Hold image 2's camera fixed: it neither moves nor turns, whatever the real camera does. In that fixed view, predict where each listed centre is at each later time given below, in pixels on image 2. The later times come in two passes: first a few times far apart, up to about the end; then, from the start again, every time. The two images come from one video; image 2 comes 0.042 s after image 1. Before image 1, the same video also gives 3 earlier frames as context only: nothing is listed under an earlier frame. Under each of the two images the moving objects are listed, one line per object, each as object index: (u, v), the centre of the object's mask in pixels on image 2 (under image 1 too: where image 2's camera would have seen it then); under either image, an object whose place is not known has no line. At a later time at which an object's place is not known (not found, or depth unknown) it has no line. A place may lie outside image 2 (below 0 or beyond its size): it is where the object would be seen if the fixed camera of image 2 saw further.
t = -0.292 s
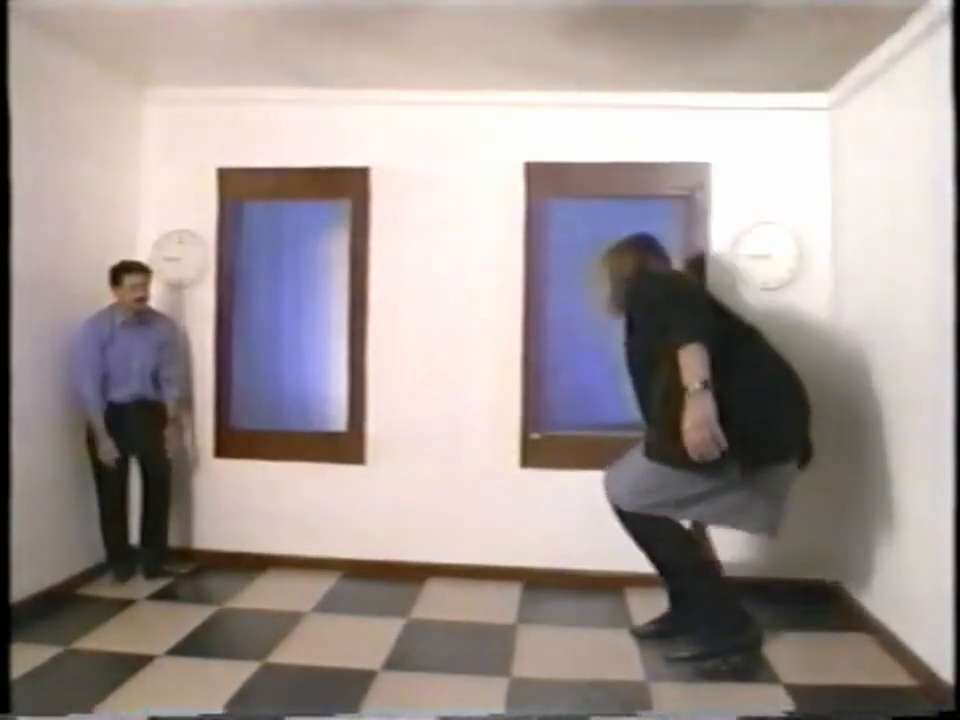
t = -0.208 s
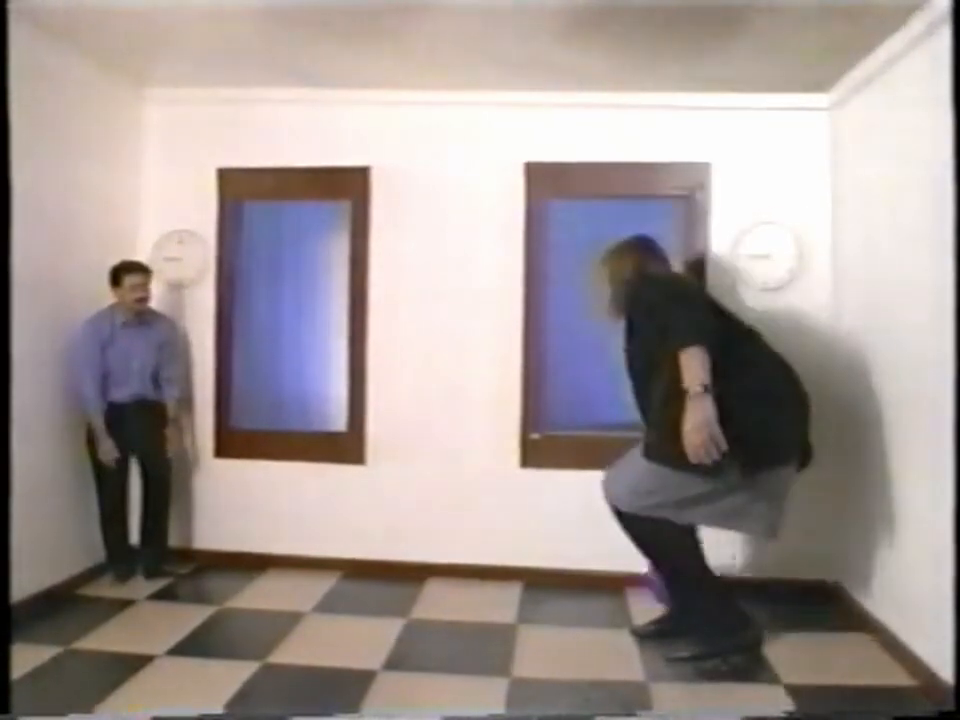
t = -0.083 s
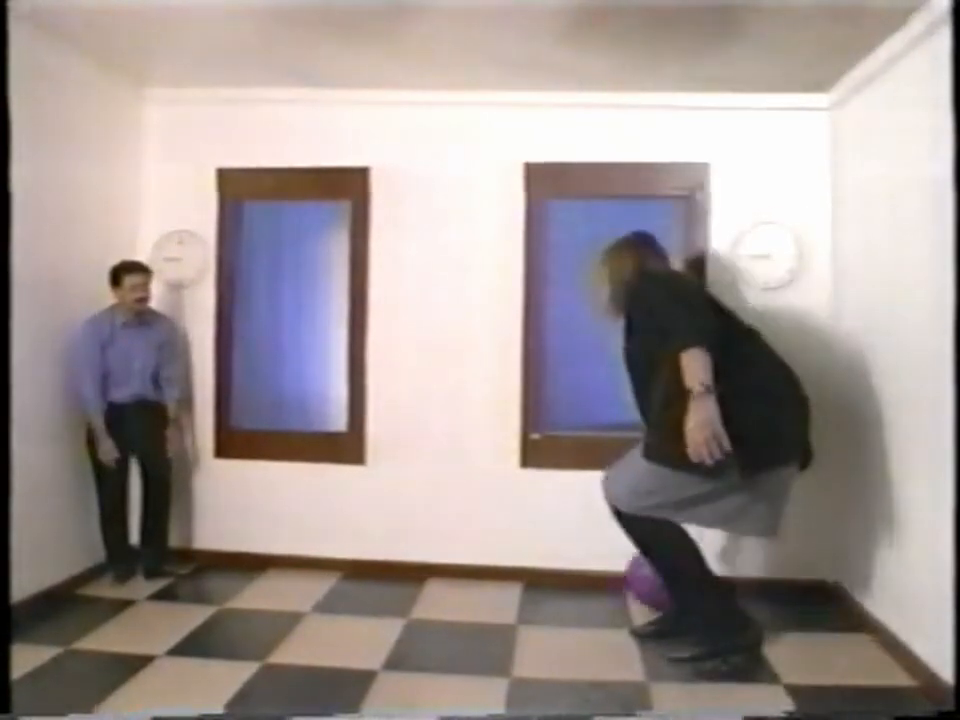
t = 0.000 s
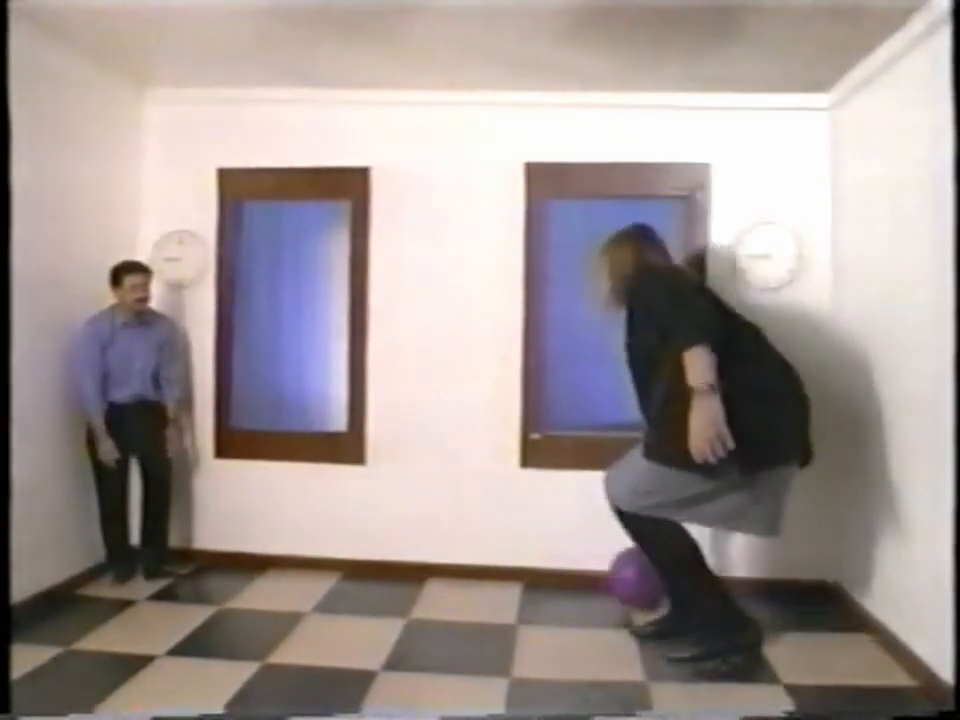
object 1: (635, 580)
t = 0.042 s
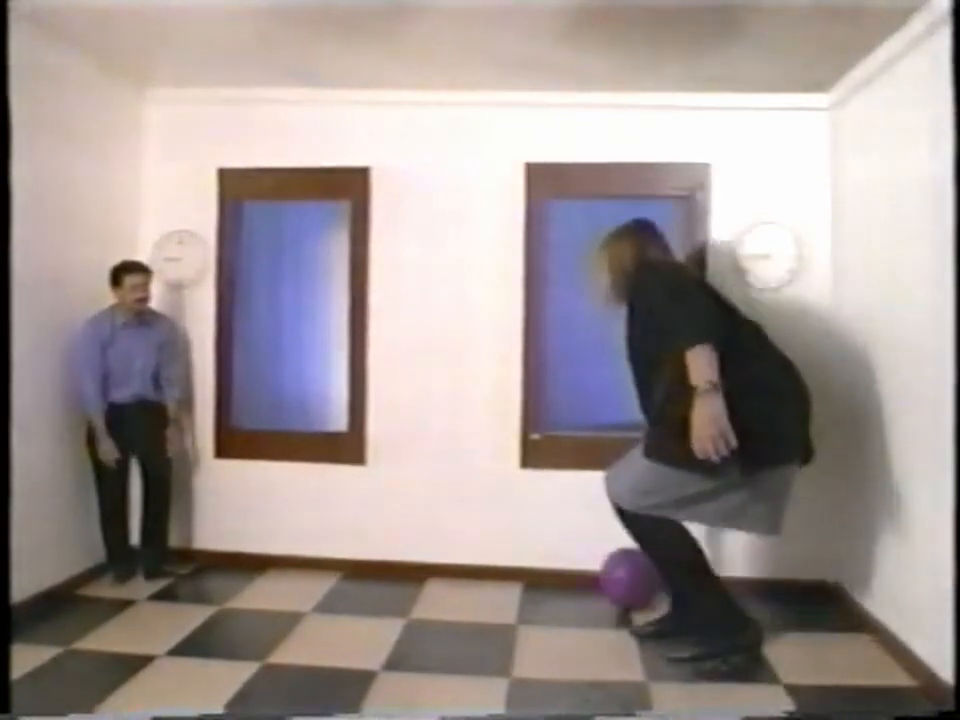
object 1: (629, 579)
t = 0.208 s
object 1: (583, 581)
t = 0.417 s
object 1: (516, 586)
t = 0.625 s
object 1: (437, 592)
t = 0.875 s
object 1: (330, 604)
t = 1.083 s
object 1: (232, 614)
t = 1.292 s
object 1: (131, 625)
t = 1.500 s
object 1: (30, 635)
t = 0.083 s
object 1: (617, 580)
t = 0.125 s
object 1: (606, 579)
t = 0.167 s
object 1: (596, 580)
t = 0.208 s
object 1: (583, 581)
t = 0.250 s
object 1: (570, 582)
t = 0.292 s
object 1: (556, 582)
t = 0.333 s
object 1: (543, 583)
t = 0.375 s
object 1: (529, 583)
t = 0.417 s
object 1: (516, 586)
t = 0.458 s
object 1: (501, 586)
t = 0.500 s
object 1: (485, 588)
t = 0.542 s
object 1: (469, 590)
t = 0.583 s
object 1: (451, 593)
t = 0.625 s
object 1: (437, 592)
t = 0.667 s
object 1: (418, 593)
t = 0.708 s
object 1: (402, 596)
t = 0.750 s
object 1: (386, 599)
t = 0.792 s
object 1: (364, 599)
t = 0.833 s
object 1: (348, 601)
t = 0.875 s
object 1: (330, 604)
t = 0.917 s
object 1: (310, 605)
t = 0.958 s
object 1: (290, 607)
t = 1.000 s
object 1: (272, 610)
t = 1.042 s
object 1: (251, 612)
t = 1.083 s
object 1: (232, 614)
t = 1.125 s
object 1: (213, 617)
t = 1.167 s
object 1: (193, 617)
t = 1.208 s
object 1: (172, 619)
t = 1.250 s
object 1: (154, 623)
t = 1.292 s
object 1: (131, 625)
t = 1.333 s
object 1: (111, 626)
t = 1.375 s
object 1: (91, 629)
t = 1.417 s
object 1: (69, 629)
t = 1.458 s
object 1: (50, 631)
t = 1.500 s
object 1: (30, 635)
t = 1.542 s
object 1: (20, 633)
